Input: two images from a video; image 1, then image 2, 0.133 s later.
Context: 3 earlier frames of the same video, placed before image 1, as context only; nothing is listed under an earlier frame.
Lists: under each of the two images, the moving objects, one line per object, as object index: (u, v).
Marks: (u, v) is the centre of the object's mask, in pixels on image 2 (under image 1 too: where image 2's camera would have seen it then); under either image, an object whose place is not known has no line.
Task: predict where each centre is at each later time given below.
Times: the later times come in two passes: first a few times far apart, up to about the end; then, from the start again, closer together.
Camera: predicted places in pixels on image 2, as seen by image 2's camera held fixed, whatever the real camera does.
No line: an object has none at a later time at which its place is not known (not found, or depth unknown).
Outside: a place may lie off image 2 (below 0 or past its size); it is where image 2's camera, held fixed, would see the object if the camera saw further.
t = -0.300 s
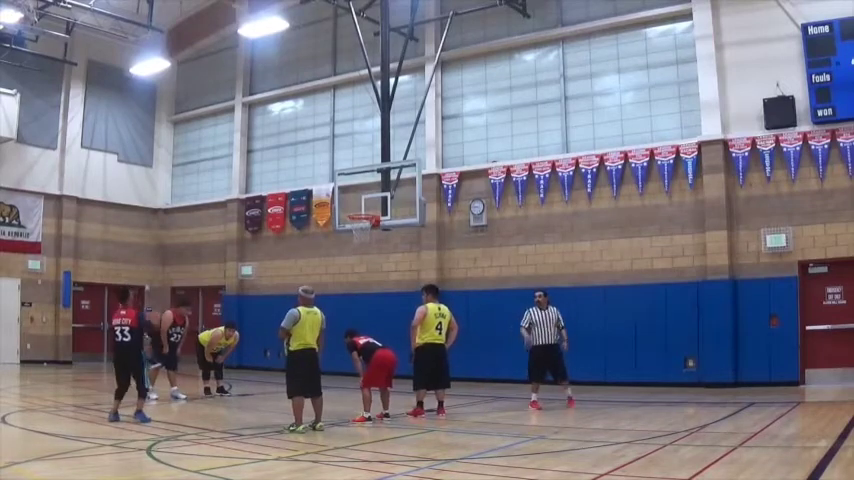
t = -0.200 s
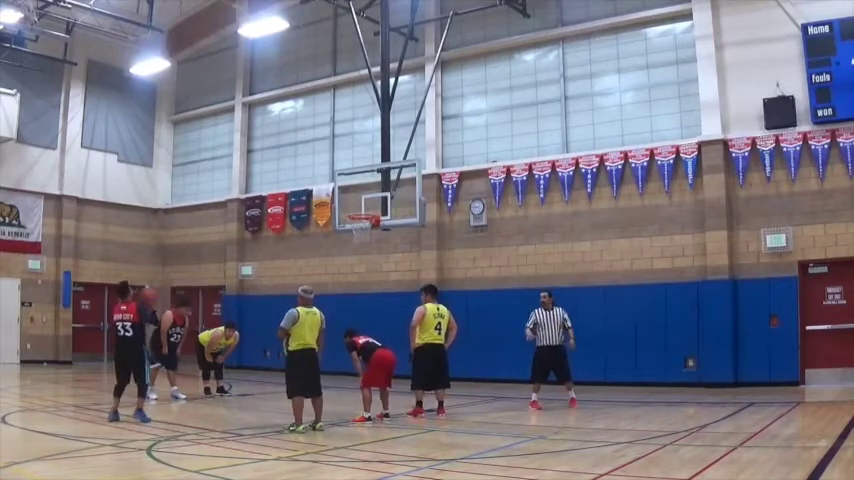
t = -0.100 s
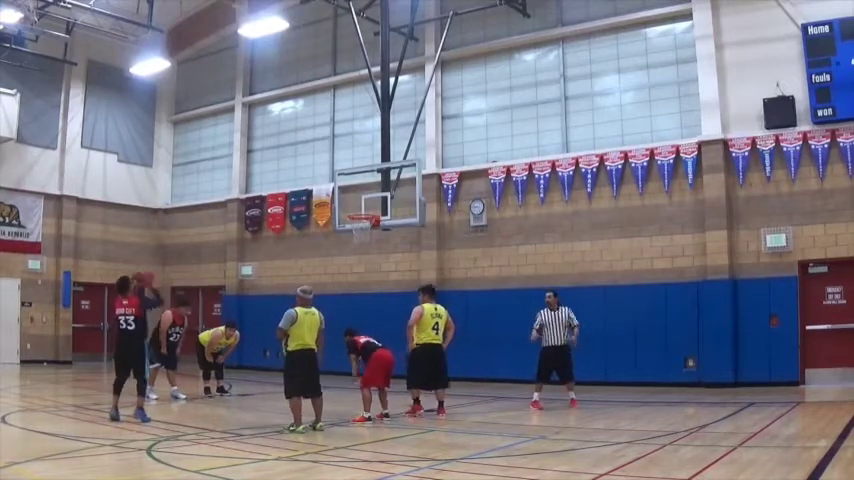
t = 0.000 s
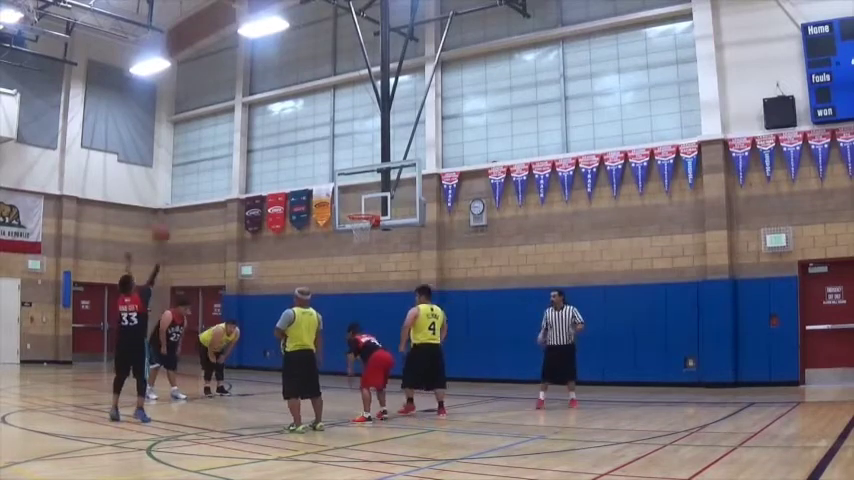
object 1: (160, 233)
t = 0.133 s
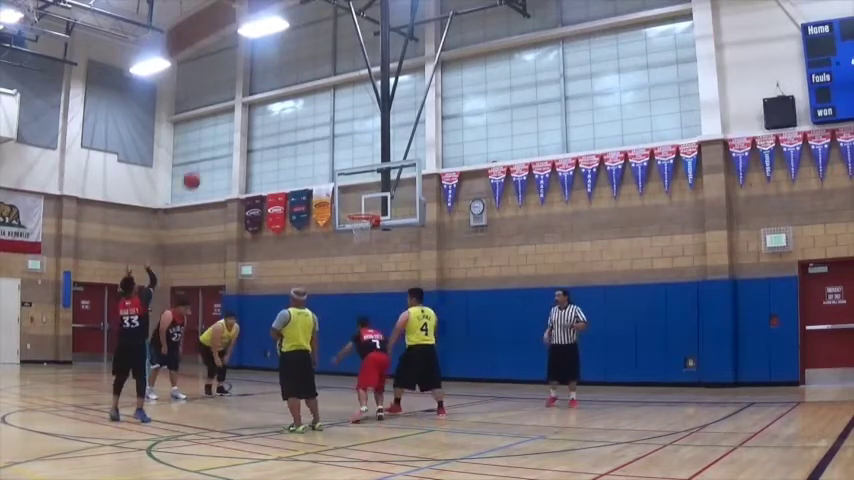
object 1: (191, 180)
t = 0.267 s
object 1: (219, 144)
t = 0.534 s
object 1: (268, 112)
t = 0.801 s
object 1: (310, 126)
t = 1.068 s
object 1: (347, 180)
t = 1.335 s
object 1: (363, 197)
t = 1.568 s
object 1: (357, 174)
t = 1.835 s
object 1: (350, 189)
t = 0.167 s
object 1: (199, 170)
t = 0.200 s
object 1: (206, 161)
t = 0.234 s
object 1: (213, 152)
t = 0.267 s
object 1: (219, 144)
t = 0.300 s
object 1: (225, 137)
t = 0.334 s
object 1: (232, 131)
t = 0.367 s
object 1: (239, 127)
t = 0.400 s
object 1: (244, 122)
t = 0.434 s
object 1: (250, 119)
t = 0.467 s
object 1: (256, 117)
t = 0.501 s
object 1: (263, 113)
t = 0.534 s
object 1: (268, 112)
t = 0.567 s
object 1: (273, 111)
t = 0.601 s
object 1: (279, 111)
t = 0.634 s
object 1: (284, 112)
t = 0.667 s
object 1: (290, 114)
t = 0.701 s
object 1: (295, 116)
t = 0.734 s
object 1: (300, 119)
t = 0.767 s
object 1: (305, 122)
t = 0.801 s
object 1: (310, 126)
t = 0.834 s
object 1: (314, 131)
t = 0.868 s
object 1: (319, 135)
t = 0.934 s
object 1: (329, 149)
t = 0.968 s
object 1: (333, 154)
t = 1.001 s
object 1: (338, 162)
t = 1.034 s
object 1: (342, 170)
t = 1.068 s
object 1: (347, 180)
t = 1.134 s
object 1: (355, 199)
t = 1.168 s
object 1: (360, 208)
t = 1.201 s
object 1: (362, 212)
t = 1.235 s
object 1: (363, 211)
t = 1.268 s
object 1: (365, 208)
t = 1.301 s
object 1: (363, 201)
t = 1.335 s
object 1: (363, 197)
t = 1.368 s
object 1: (363, 192)
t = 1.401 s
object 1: (362, 185)
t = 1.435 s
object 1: (361, 182)
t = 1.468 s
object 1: (360, 180)
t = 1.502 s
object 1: (359, 178)
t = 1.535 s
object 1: (358, 175)
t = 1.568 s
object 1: (357, 174)
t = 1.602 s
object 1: (357, 174)
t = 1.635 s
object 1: (356, 174)
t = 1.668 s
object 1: (356, 174)
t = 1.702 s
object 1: (355, 175)
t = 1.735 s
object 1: (354, 177)
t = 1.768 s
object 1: (352, 180)
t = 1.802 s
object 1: (351, 184)
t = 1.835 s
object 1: (350, 189)
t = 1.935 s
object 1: (348, 206)
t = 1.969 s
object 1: (347, 214)
